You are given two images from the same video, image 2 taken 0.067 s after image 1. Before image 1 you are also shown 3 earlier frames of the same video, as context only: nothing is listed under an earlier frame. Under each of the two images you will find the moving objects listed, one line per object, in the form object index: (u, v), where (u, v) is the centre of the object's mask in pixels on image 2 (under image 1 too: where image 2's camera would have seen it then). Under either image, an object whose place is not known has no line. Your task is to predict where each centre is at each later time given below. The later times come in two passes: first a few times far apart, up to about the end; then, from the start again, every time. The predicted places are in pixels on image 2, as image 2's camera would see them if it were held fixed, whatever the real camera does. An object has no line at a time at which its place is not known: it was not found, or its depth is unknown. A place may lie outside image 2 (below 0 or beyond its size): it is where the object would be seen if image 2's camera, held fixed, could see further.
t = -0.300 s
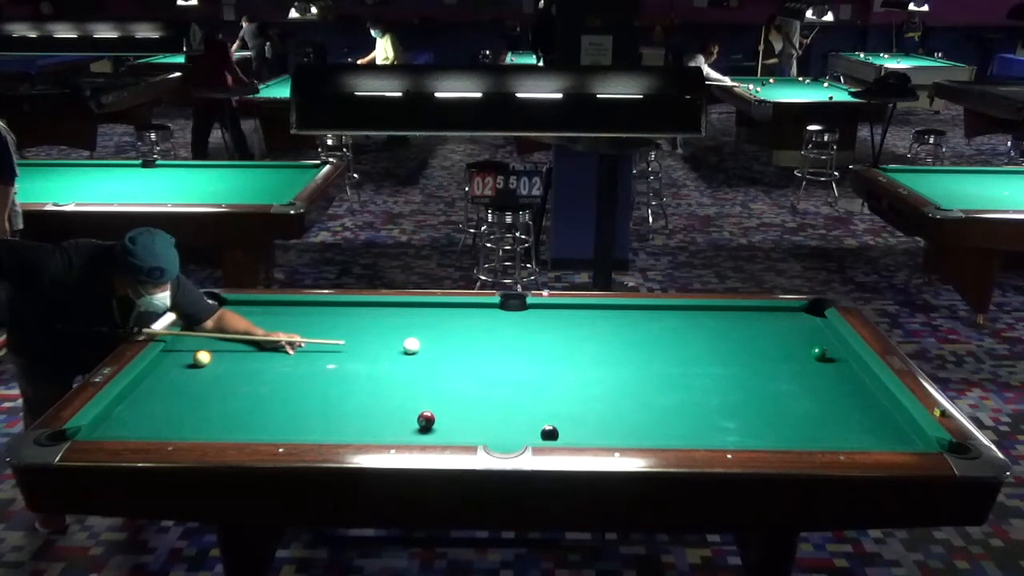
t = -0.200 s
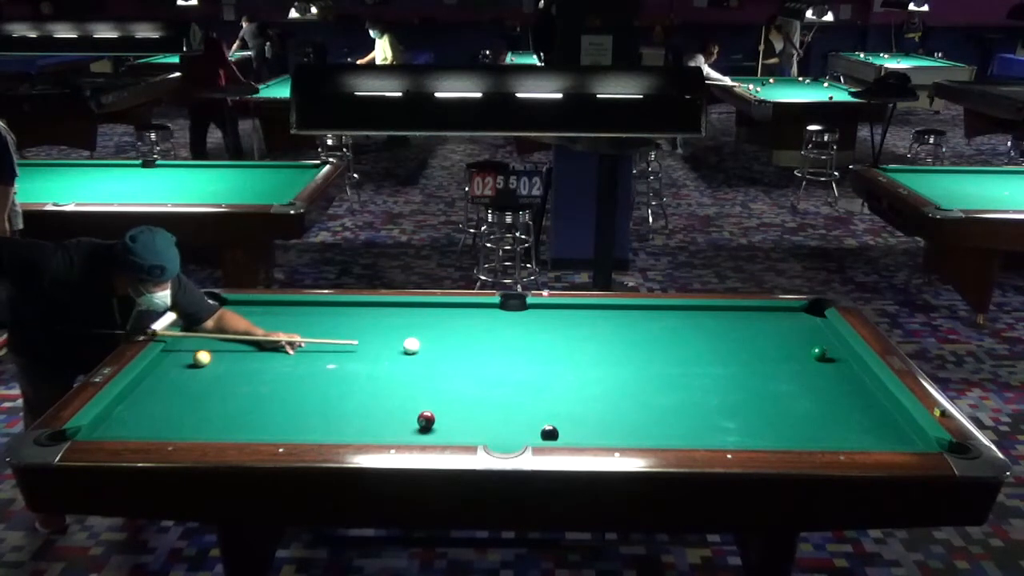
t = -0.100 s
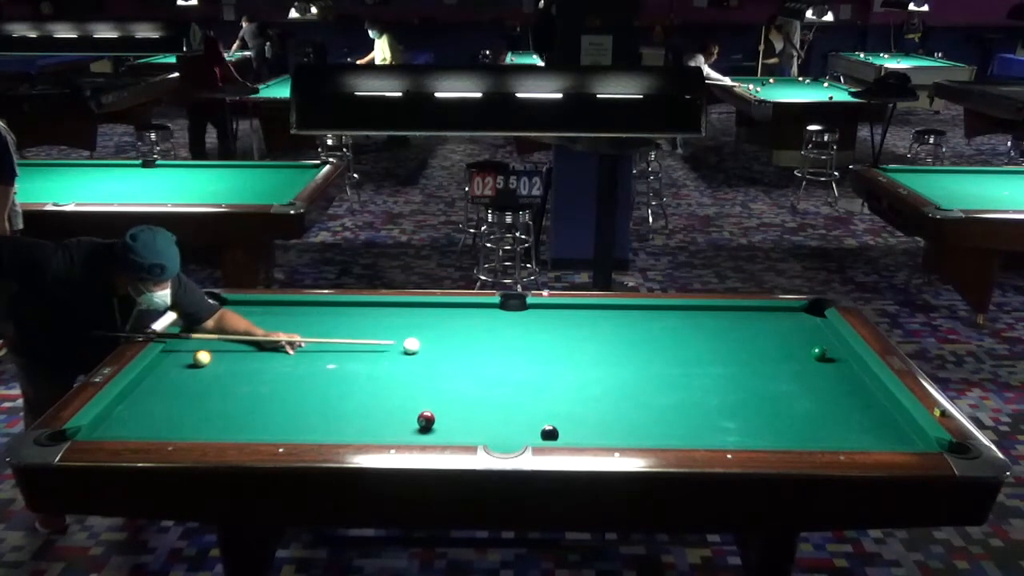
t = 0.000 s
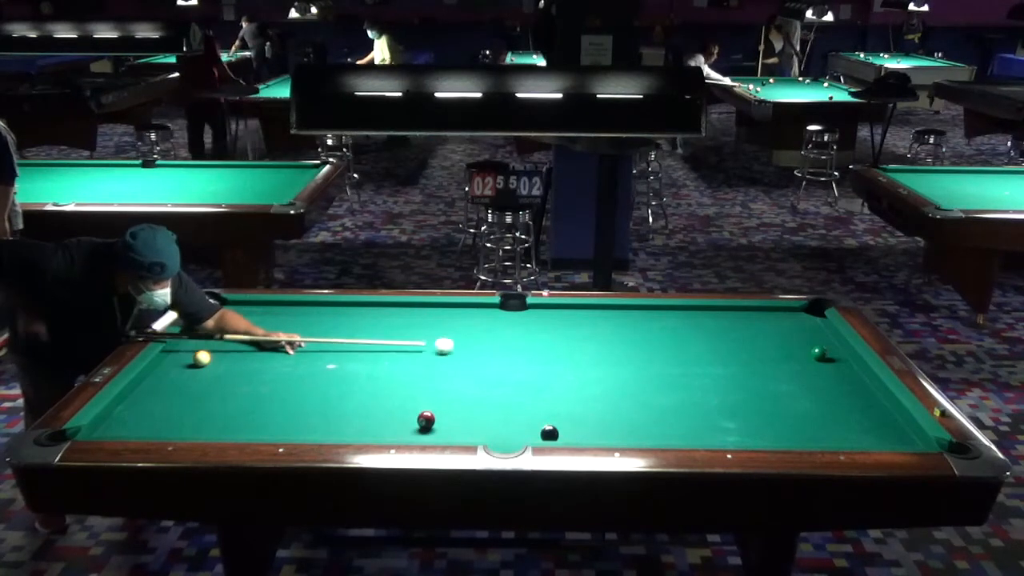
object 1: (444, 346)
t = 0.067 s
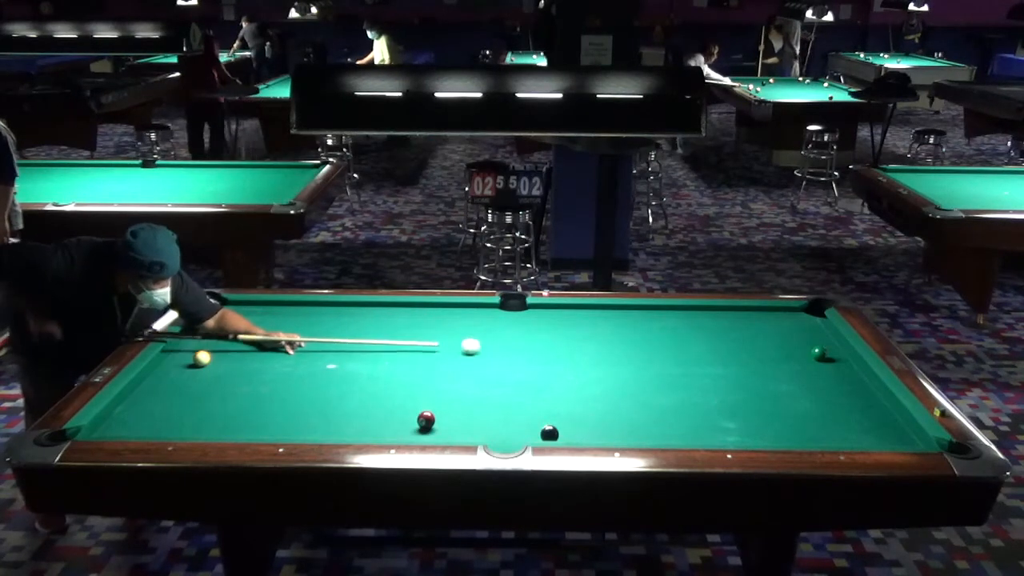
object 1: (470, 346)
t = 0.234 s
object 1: (534, 346)
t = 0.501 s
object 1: (633, 347)
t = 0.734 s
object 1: (718, 348)
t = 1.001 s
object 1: (808, 347)
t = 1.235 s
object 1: (830, 335)
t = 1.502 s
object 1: (789, 322)
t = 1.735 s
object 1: (757, 311)
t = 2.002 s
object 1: (733, 314)
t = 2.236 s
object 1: (713, 319)
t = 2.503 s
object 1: (691, 325)
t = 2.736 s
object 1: (672, 330)
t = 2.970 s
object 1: (652, 336)
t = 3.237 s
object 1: (631, 341)
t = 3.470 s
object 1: (612, 346)
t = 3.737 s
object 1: (592, 352)
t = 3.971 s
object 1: (574, 357)
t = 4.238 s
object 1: (555, 362)
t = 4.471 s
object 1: (538, 366)
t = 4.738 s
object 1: (520, 371)
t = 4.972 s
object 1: (505, 376)
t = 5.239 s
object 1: (489, 380)
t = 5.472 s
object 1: (476, 384)
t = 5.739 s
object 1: (461, 388)
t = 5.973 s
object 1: (450, 391)
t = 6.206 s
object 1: (439, 394)
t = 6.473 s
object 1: (429, 397)
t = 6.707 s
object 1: (421, 399)
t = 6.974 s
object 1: (413, 401)
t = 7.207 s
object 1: (408, 403)
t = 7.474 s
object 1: (403, 404)
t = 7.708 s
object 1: (399, 405)
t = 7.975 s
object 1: (398, 406)
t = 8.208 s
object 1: (398, 406)
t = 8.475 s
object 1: (398, 406)
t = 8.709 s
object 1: (398, 406)
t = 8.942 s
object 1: (398, 406)
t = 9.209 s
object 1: (398, 406)
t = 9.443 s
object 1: (398, 406)
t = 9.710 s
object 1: (398, 406)
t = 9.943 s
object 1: (398, 406)
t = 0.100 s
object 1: (483, 346)
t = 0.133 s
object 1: (495, 346)
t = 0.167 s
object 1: (508, 346)
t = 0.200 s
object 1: (521, 346)
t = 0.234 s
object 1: (534, 346)
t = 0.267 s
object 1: (546, 347)
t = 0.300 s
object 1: (559, 347)
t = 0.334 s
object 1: (571, 347)
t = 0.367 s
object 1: (583, 347)
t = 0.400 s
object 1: (596, 347)
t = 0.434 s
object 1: (608, 347)
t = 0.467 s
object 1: (620, 347)
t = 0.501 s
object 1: (633, 347)
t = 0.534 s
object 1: (645, 347)
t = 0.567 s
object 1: (657, 347)
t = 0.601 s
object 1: (670, 347)
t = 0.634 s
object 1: (682, 348)
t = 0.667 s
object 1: (694, 348)
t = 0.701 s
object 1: (706, 348)
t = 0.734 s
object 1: (718, 348)
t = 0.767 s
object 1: (730, 348)
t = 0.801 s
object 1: (742, 348)
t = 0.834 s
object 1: (754, 348)
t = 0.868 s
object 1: (766, 348)
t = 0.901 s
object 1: (777, 348)
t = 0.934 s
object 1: (790, 348)
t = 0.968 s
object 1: (801, 348)
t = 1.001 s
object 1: (808, 347)
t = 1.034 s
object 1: (813, 345)
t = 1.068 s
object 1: (818, 344)
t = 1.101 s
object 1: (823, 342)
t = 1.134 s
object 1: (829, 340)
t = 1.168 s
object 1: (834, 339)
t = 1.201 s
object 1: (836, 337)
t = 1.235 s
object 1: (830, 335)
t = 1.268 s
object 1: (825, 333)
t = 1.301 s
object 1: (819, 332)
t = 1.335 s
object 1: (814, 330)
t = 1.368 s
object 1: (809, 329)
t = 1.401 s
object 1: (804, 327)
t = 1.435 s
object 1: (799, 325)
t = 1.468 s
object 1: (794, 323)
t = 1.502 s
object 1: (789, 322)
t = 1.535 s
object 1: (785, 320)
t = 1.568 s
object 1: (780, 318)
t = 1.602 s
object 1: (775, 317)
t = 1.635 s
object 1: (771, 315)
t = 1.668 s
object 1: (766, 314)
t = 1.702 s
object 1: (762, 312)
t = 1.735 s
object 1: (757, 311)
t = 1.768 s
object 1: (753, 309)
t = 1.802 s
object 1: (749, 309)
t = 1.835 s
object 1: (747, 310)
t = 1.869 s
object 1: (744, 310)
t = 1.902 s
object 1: (741, 311)
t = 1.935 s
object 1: (738, 312)
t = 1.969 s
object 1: (735, 313)
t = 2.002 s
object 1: (733, 314)
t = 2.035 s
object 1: (730, 314)
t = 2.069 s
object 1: (727, 315)
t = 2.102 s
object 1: (724, 316)
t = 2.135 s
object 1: (722, 317)
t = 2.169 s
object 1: (719, 317)
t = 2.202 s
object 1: (716, 318)
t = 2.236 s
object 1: (713, 319)
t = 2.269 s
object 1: (710, 320)
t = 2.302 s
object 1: (707, 320)
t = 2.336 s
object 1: (705, 321)
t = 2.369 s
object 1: (702, 322)
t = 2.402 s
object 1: (699, 323)
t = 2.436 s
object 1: (696, 323)
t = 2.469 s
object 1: (693, 324)
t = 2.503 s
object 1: (691, 325)
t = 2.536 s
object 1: (688, 326)
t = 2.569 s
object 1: (685, 326)
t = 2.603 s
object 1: (682, 327)
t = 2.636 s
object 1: (680, 328)
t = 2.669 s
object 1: (677, 329)
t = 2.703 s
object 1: (674, 329)
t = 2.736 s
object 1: (672, 330)
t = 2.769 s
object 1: (669, 331)
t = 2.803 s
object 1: (666, 332)
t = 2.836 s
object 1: (663, 332)
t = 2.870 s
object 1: (660, 333)
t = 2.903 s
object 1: (658, 334)
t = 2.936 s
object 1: (655, 335)
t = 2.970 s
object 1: (652, 336)
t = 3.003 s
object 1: (650, 336)
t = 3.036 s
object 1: (647, 337)
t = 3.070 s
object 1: (644, 338)
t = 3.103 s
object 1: (642, 338)
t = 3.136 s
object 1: (639, 339)
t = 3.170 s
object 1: (636, 340)
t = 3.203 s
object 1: (633, 340)
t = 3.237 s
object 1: (631, 341)
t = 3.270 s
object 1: (628, 342)
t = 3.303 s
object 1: (625, 343)
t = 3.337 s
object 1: (623, 344)
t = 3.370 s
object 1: (620, 344)
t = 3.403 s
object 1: (618, 345)
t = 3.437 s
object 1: (615, 346)
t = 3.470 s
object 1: (612, 346)
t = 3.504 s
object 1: (610, 347)
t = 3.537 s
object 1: (607, 348)
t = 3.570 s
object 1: (605, 348)
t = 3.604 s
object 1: (602, 349)
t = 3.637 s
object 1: (599, 350)
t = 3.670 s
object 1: (597, 350)
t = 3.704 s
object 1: (594, 351)
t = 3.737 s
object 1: (592, 352)
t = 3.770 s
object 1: (589, 353)
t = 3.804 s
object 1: (587, 353)
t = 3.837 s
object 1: (584, 354)
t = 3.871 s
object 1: (582, 355)
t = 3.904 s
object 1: (579, 355)
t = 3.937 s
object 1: (577, 356)
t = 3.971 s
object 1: (574, 357)
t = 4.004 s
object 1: (572, 357)
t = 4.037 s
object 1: (569, 358)
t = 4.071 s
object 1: (567, 359)
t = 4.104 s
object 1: (565, 359)
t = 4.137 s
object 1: (562, 360)
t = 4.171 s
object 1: (560, 361)
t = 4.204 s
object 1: (557, 361)
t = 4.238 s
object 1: (555, 362)
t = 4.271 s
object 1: (553, 363)
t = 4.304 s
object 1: (550, 363)
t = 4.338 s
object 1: (548, 364)
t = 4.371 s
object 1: (545, 365)
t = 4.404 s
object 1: (543, 365)
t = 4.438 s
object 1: (541, 366)
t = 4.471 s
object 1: (538, 366)
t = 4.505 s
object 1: (536, 367)
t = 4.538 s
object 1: (533, 368)
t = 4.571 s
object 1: (531, 368)
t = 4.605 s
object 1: (529, 369)
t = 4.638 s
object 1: (527, 370)
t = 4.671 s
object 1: (525, 370)
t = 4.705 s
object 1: (522, 371)
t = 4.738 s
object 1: (520, 371)
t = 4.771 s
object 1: (518, 372)
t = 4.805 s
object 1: (516, 372)
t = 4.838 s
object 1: (513, 373)
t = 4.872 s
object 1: (511, 374)
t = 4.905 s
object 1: (509, 374)
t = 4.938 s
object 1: (507, 375)
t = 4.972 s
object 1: (505, 376)
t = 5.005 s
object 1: (503, 376)
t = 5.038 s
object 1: (500, 377)
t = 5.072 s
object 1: (499, 377)
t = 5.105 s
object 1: (496, 378)
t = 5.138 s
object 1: (494, 378)
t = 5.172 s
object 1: (492, 379)
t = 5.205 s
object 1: (490, 379)
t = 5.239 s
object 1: (489, 380)
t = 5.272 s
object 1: (486, 381)
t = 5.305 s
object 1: (485, 381)
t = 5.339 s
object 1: (483, 382)
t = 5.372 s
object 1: (481, 382)
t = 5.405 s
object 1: (479, 383)
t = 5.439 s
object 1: (477, 383)
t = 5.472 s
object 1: (476, 384)
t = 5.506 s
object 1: (473, 384)
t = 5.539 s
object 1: (472, 385)
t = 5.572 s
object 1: (470, 385)
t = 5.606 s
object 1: (468, 386)
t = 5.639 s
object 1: (466, 386)
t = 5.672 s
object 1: (465, 387)
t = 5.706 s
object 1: (463, 387)
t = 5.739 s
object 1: (461, 388)
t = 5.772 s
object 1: (459, 388)
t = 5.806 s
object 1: (458, 389)
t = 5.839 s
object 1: (456, 389)
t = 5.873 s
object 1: (455, 390)
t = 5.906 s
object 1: (453, 390)
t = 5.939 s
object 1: (451, 391)
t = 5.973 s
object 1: (450, 391)
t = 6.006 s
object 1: (448, 391)
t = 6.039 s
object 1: (447, 392)
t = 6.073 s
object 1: (445, 392)
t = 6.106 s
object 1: (444, 393)
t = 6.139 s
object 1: (442, 393)
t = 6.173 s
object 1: (441, 394)
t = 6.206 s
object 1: (439, 394)
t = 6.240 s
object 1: (438, 395)
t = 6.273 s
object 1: (437, 395)
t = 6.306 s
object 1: (435, 396)
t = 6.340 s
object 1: (434, 396)
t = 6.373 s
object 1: (433, 396)
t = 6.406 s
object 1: (432, 397)
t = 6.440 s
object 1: (430, 397)
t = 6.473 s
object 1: (429, 397)
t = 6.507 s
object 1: (428, 397)
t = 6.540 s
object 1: (426, 398)
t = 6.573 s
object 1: (426, 398)
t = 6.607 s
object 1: (424, 398)
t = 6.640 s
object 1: (423, 399)
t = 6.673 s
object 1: (422, 399)
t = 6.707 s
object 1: (421, 399)
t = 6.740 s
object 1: (420, 400)
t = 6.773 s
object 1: (419, 400)
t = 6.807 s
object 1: (418, 400)
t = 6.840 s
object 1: (417, 400)
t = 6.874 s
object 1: (416, 401)
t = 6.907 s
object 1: (415, 401)
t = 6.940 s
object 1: (414, 401)
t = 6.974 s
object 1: (413, 401)
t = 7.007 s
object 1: (412, 402)
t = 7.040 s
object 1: (412, 402)
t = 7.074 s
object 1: (411, 402)
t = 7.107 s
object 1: (410, 402)
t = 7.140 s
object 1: (409, 402)
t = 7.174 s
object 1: (408, 403)
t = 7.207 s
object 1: (408, 403)
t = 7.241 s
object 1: (407, 403)
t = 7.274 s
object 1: (407, 403)
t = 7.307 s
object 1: (406, 403)
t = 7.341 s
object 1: (405, 404)
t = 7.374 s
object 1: (404, 404)
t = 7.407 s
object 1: (404, 404)
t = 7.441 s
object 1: (403, 404)
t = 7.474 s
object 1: (403, 404)
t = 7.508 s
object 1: (402, 405)
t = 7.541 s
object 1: (402, 405)
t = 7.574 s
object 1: (401, 405)
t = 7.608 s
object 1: (401, 405)
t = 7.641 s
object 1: (400, 405)
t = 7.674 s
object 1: (400, 405)
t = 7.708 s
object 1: (399, 405)
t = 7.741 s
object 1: (399, 405)
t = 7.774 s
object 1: (399, 405)
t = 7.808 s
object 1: (399, 406)
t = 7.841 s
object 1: (398, 406)
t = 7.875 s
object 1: (398, 406)
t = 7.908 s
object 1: (398, 406)
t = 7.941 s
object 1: (398, 406)
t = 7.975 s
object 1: (398, 406)
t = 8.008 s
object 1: (398, 406)
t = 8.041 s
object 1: (398, 406)
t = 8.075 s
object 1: (398, 406)
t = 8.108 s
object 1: (398, 406)
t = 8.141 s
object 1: (398, 406)
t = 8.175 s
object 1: (398, 406)
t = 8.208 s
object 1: (398, 406)
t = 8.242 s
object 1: (398, 406)
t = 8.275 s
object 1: (398, 406)
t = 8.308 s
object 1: (398, 406)
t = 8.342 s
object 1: (398, 406)
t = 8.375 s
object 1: (398, 406)
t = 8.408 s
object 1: (398, 406)
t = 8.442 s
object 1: (398, 406)
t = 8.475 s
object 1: (398, 406)
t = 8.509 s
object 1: (398, 406)
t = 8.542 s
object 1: (398, 406)
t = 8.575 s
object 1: (398, 406)
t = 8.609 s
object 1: (398, 406)
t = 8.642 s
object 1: (398, 406)
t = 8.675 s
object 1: (398, 406)
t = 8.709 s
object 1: (398, 406)
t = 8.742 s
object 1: (398, 406)
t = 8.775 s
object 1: (398, 406)
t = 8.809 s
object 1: (398, 406)
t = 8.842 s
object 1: (398, 406)
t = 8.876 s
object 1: (398, 406)
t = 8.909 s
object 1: (398, 406)
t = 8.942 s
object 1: (398, 406)
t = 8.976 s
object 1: (398, 406)
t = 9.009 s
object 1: (398, 406)
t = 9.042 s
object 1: (398, 406)
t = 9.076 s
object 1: (398, 406)
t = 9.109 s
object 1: (398, 406)
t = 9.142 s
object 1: (398, 406)
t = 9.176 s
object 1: (398, 406)
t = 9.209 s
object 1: (398, 406)
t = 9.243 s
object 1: (398, 406)
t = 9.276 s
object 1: (398, 406)
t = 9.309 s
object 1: (398, 406)
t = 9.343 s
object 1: (398, 406)
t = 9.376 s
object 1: (398, 406)
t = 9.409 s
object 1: (398, 406)
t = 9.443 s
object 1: (398, 406)
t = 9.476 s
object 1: (398, 406)
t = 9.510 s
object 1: (398, 406)
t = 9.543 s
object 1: (398, 406)
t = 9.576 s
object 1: (398, 406)
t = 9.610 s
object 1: (398, 406)
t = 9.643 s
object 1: (398, 406)
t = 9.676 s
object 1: (398, 406)
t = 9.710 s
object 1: (398, 406)
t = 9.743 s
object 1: (398, 406)
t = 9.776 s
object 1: (398, 406)
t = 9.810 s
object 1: (398, 406)
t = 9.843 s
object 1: (398, 406)
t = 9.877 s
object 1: (398, 406)
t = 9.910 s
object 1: (398, 406)
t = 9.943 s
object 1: (398, 406)
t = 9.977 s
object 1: (398, 406)
